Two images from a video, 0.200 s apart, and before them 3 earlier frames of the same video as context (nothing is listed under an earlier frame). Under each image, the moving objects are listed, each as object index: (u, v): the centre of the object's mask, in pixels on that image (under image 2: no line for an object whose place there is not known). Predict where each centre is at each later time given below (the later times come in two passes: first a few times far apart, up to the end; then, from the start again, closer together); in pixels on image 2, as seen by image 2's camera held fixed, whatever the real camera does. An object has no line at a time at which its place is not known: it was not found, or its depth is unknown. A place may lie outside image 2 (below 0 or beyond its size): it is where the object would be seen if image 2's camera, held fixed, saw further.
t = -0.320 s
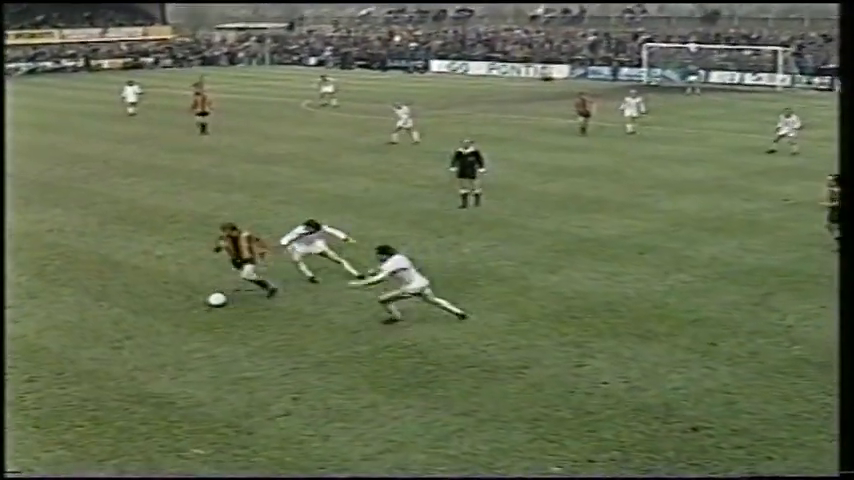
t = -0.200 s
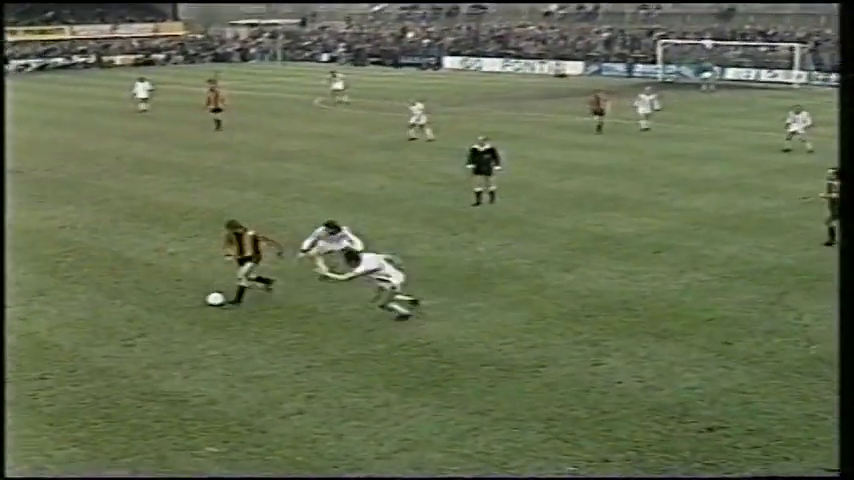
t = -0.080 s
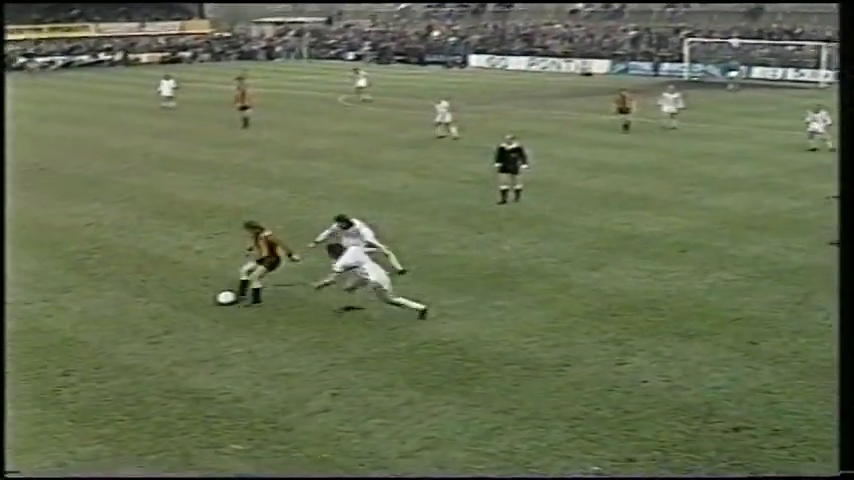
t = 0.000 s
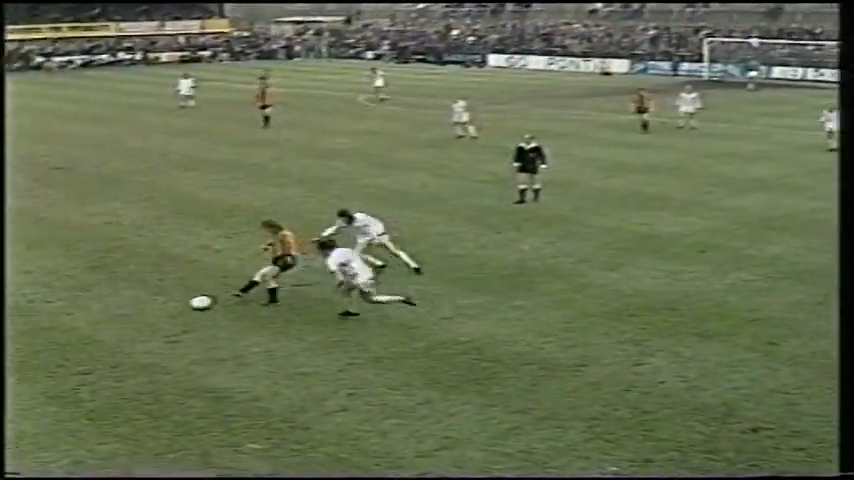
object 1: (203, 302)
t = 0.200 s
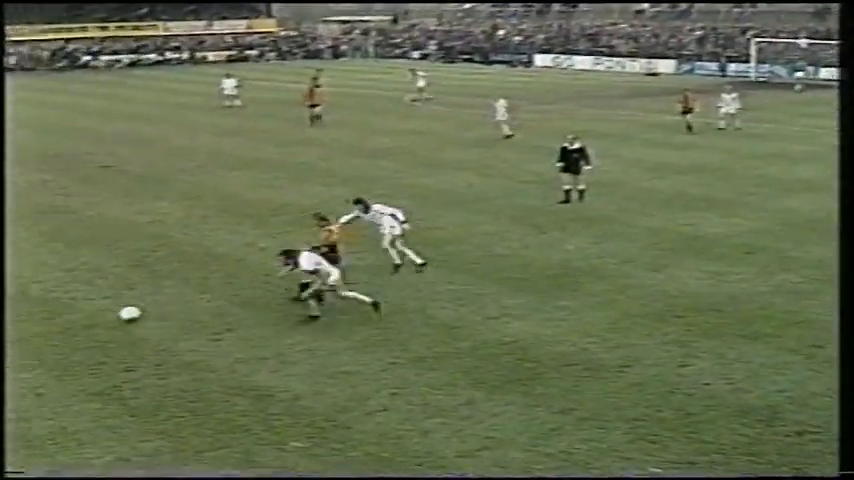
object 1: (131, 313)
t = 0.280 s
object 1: (88, 320)
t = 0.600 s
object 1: (-70, 345)
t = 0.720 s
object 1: (-134, 355)
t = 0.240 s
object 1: (109, 316)
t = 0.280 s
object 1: (88, 320)
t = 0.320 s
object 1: (66, 324)
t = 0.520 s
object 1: (-27, 339)
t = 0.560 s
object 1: (-48, 342)
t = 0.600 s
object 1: (-70, 345)
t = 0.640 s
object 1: (-92, 348)
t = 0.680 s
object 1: (-114, 352)
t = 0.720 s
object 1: (-134, 355)
